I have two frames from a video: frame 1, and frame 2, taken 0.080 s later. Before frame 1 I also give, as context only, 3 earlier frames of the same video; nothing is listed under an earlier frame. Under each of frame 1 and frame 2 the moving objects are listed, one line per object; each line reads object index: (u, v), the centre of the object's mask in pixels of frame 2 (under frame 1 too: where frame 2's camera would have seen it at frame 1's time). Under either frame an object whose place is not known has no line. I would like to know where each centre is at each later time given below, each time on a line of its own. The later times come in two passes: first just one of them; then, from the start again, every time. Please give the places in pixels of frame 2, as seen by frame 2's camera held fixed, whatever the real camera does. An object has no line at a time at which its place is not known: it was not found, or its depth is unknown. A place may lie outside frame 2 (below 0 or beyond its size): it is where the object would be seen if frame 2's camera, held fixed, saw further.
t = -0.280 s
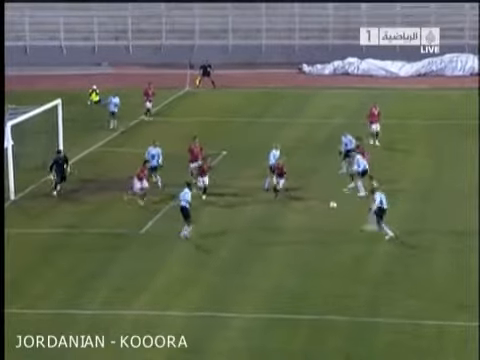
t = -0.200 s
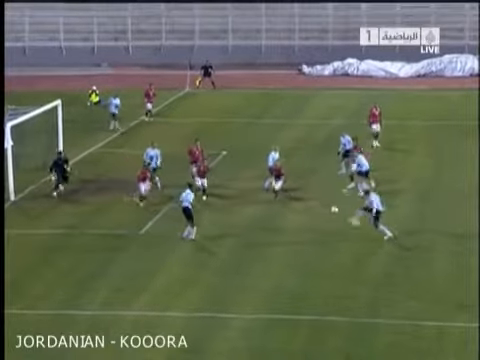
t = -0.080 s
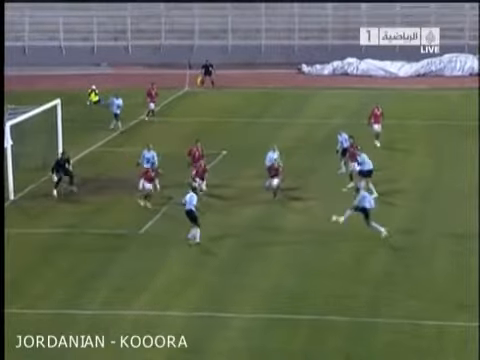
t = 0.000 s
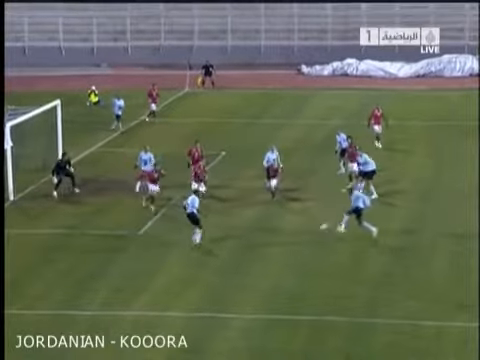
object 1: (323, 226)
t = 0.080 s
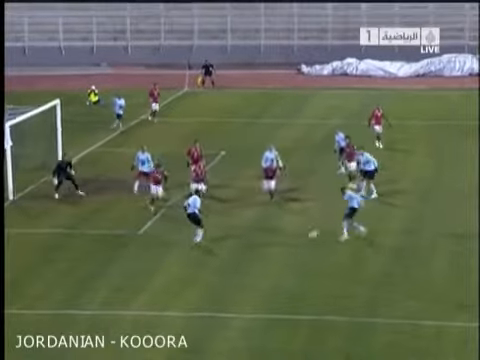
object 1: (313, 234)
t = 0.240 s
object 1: (297, 227)
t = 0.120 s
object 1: (308, 234)
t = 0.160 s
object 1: (305, 231)
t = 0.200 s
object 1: (301, 229)
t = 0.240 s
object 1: (297, 227)
